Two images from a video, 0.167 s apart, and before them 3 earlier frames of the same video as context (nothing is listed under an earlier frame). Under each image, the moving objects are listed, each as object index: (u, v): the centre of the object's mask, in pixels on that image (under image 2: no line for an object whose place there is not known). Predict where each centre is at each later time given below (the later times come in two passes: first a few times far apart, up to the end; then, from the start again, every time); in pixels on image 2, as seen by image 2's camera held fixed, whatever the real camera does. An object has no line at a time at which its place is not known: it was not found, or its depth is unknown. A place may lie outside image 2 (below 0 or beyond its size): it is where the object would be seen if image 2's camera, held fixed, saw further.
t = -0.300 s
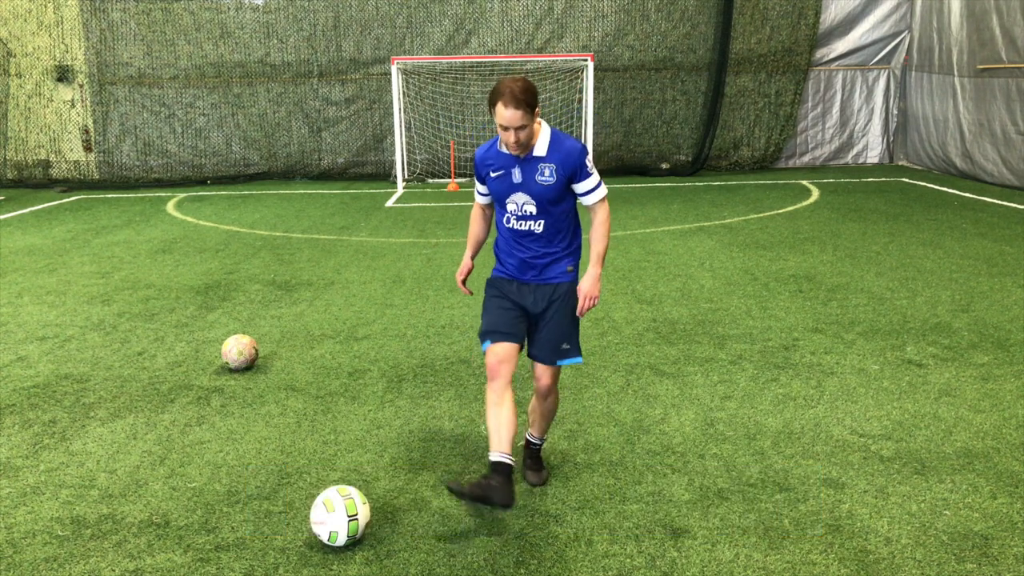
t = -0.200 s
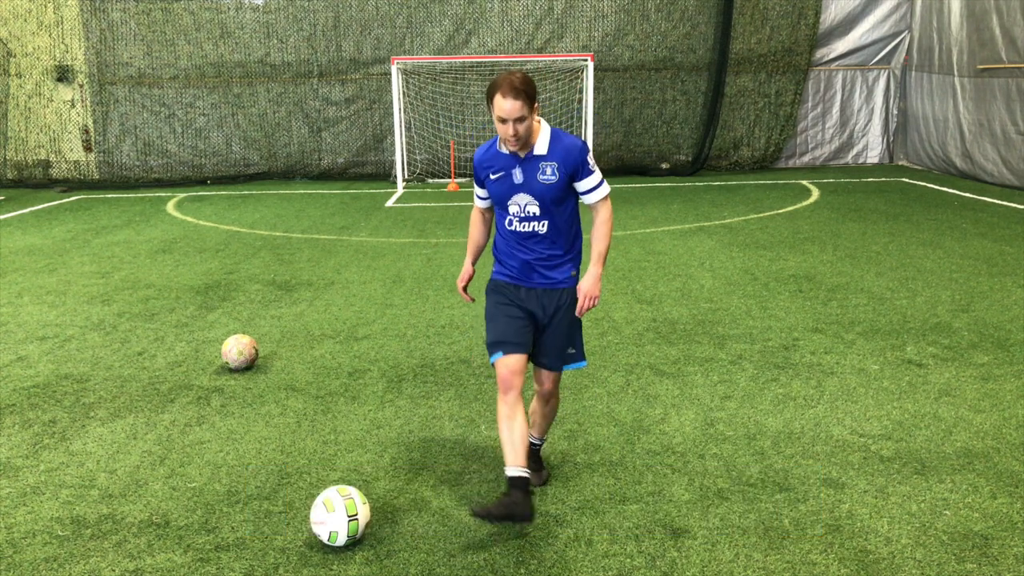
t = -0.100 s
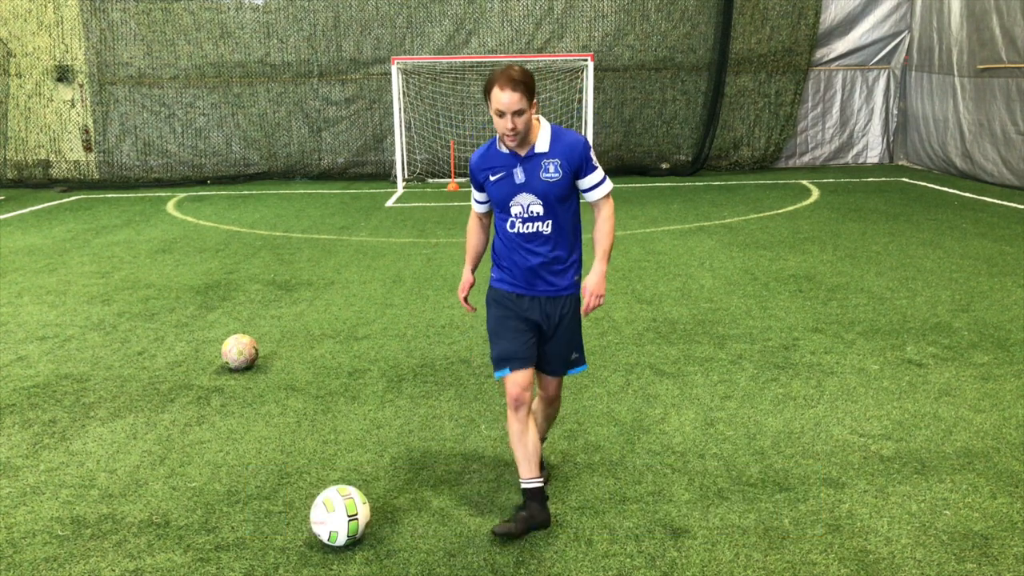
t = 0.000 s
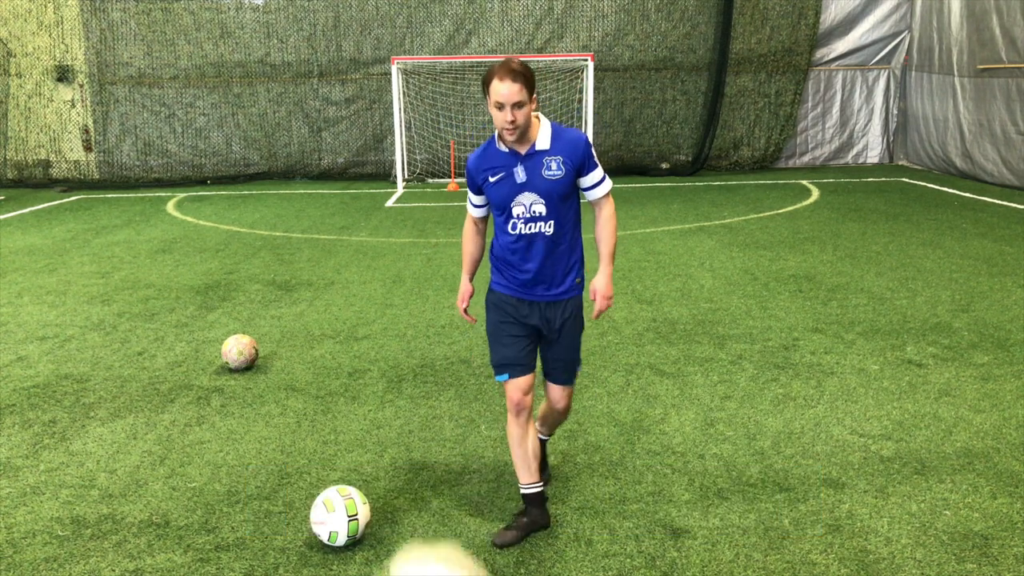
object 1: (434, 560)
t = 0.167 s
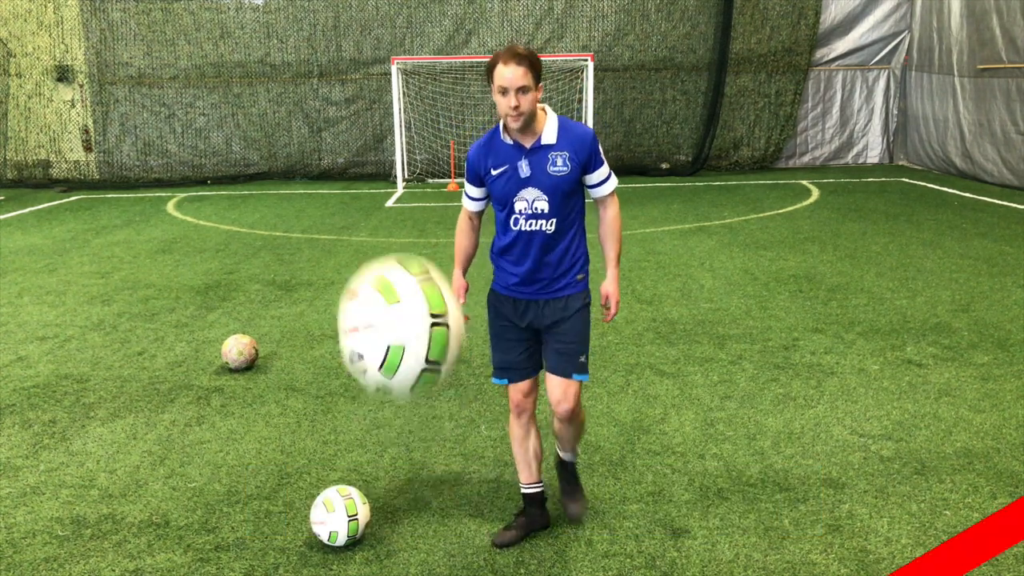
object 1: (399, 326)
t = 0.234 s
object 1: (388, 252)
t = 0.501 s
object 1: (360, 193)
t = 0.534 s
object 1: (358, 209)
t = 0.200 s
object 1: (394, 287)
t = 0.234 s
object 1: (388, 252)
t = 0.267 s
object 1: (385, 222)
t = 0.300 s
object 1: (380, 199)
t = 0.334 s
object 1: (375, 183)
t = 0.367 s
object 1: (371, 174)
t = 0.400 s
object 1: (368, 171)
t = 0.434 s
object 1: (365, 174)
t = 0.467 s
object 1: (363, 180)
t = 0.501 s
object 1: (360, 193)
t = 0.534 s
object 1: (358, 209)
